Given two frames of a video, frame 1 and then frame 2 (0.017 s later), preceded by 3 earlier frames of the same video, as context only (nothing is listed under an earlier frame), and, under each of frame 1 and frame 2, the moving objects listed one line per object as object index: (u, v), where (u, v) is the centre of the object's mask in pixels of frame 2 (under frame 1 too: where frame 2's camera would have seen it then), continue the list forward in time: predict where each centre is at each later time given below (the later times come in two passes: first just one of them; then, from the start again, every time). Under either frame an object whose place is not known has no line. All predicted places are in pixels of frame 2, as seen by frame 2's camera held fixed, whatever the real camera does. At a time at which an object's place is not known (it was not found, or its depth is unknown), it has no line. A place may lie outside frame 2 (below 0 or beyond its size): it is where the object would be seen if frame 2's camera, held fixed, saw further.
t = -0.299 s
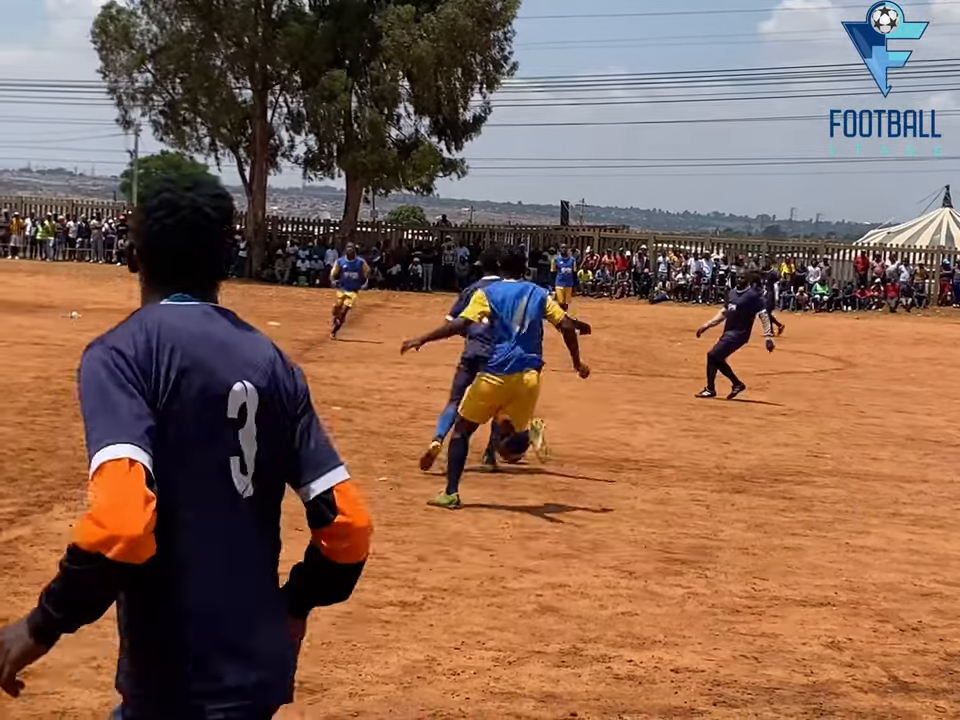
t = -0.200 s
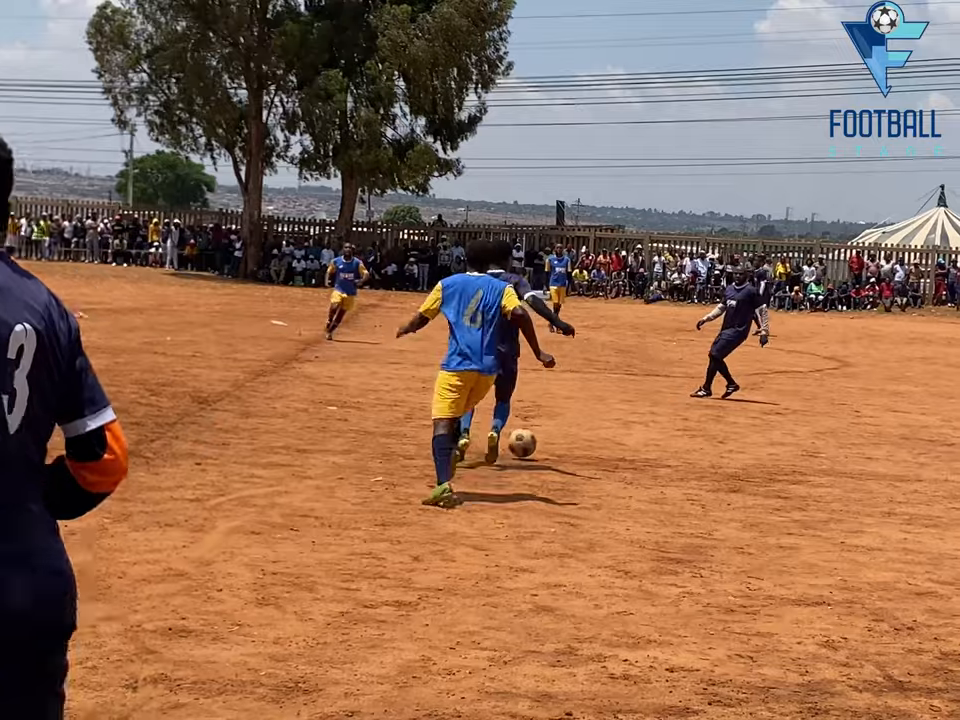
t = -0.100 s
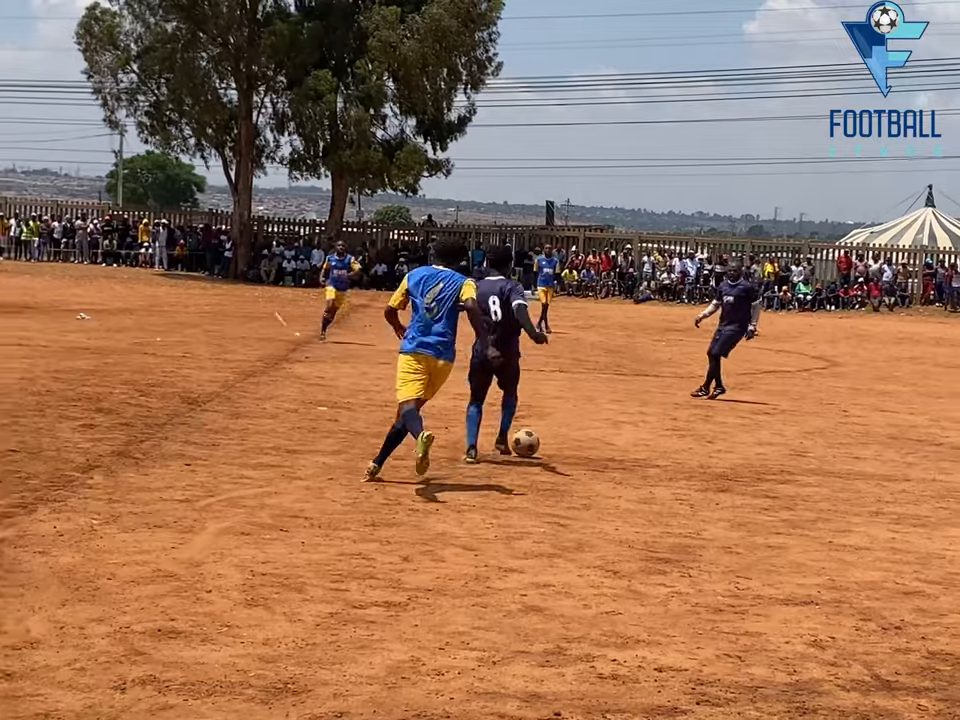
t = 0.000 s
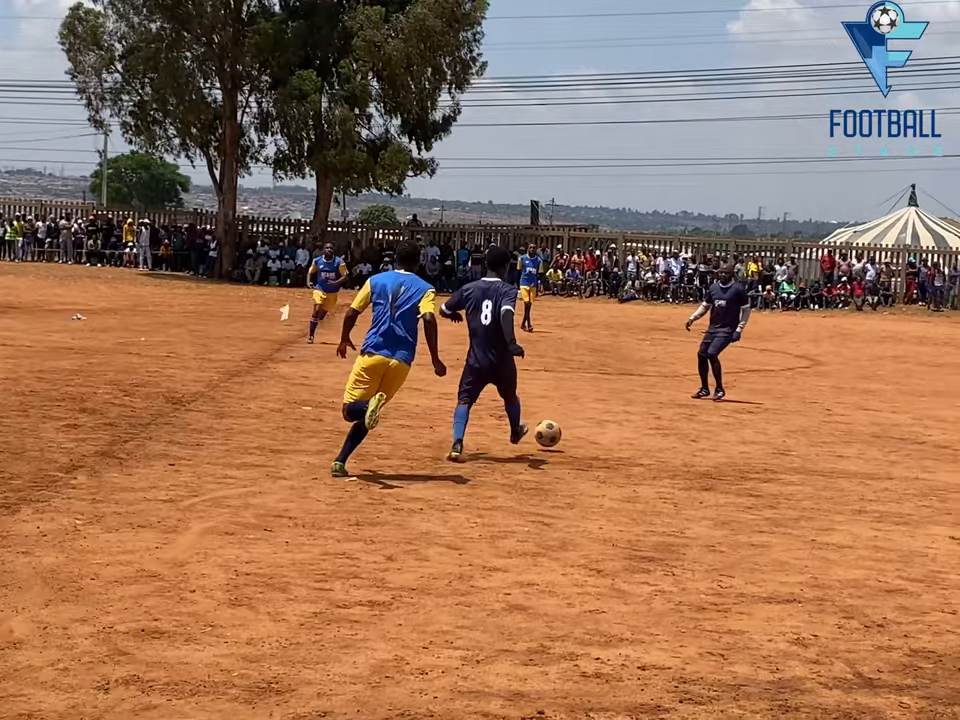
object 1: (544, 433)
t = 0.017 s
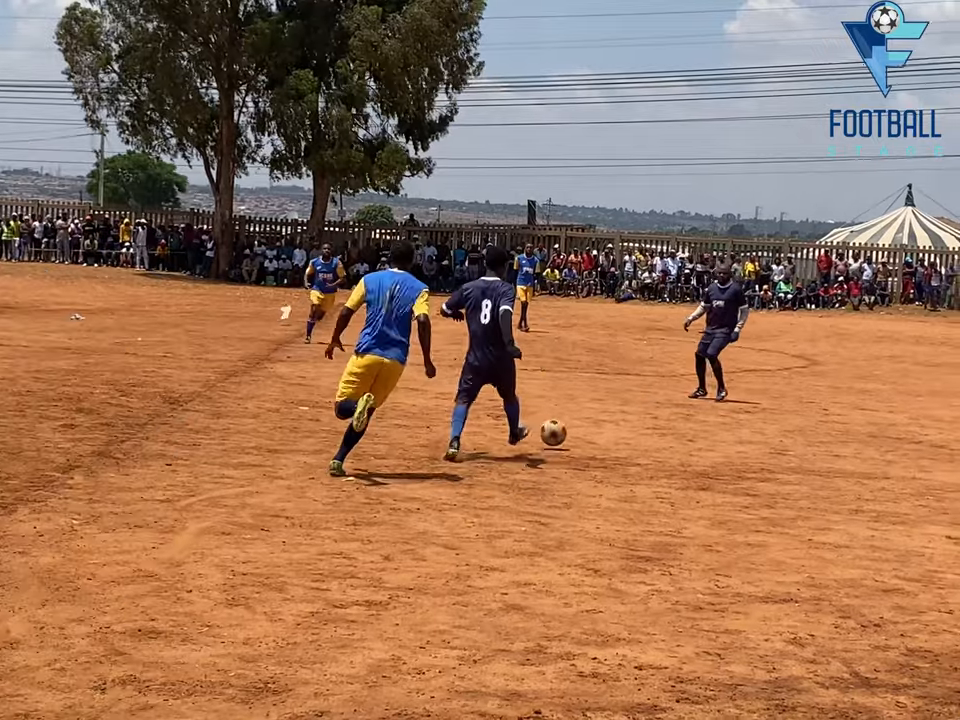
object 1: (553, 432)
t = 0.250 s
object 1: (645, 421)
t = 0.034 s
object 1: (561, 432)
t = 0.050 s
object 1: (569, 432)
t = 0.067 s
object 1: (576, 432)
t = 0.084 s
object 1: (584, 431)
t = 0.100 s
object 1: (590, 429)
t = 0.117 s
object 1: (597, 427)
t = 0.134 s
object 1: (604, 425)
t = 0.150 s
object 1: (610, 424)
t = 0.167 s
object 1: (617, 422)
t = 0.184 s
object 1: (622, 422)
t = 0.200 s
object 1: (629, 422)
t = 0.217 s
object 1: (634, 422)
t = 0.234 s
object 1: (641, 422)
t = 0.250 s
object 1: (645, 421)
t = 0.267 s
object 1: (651, 418)
